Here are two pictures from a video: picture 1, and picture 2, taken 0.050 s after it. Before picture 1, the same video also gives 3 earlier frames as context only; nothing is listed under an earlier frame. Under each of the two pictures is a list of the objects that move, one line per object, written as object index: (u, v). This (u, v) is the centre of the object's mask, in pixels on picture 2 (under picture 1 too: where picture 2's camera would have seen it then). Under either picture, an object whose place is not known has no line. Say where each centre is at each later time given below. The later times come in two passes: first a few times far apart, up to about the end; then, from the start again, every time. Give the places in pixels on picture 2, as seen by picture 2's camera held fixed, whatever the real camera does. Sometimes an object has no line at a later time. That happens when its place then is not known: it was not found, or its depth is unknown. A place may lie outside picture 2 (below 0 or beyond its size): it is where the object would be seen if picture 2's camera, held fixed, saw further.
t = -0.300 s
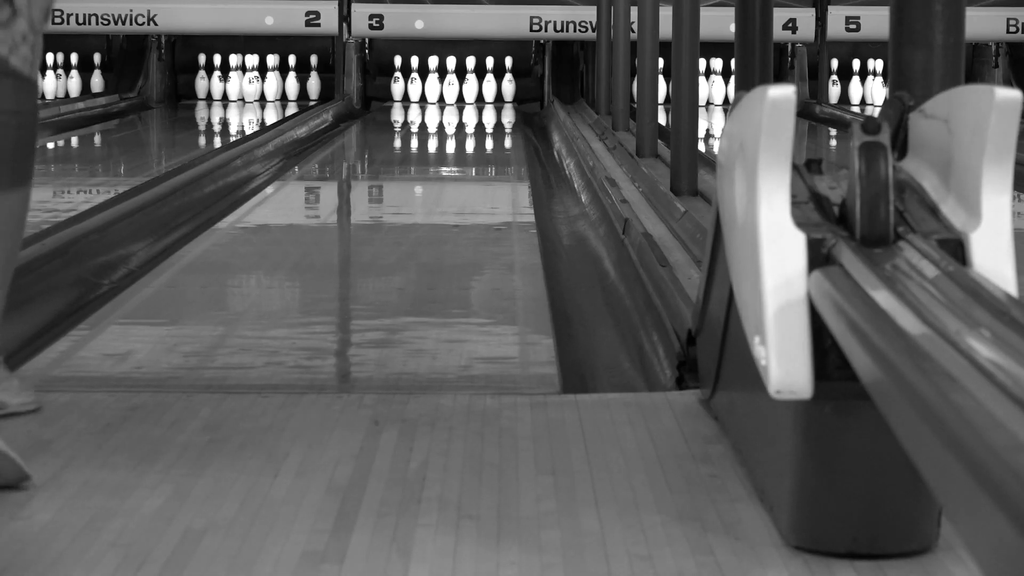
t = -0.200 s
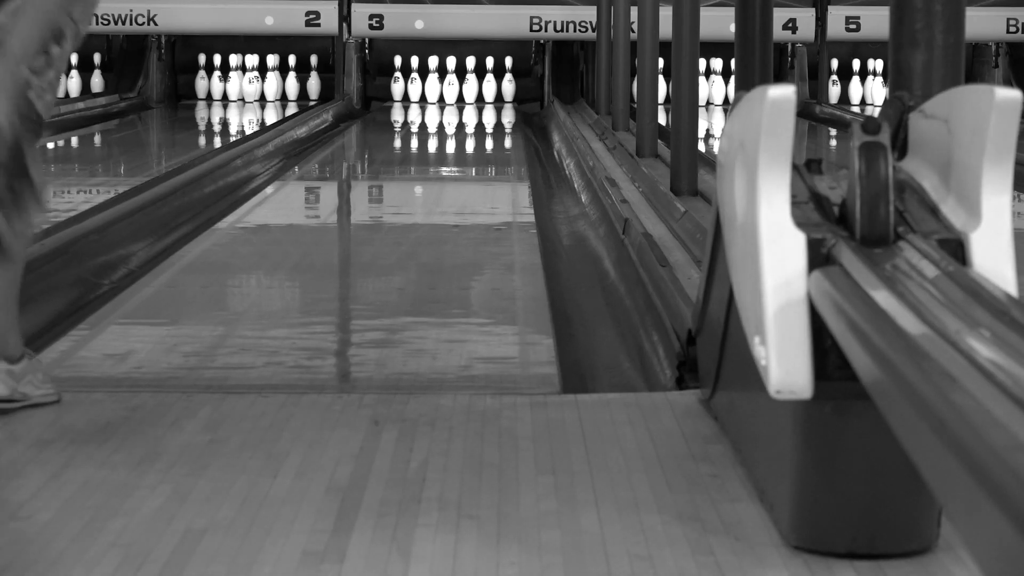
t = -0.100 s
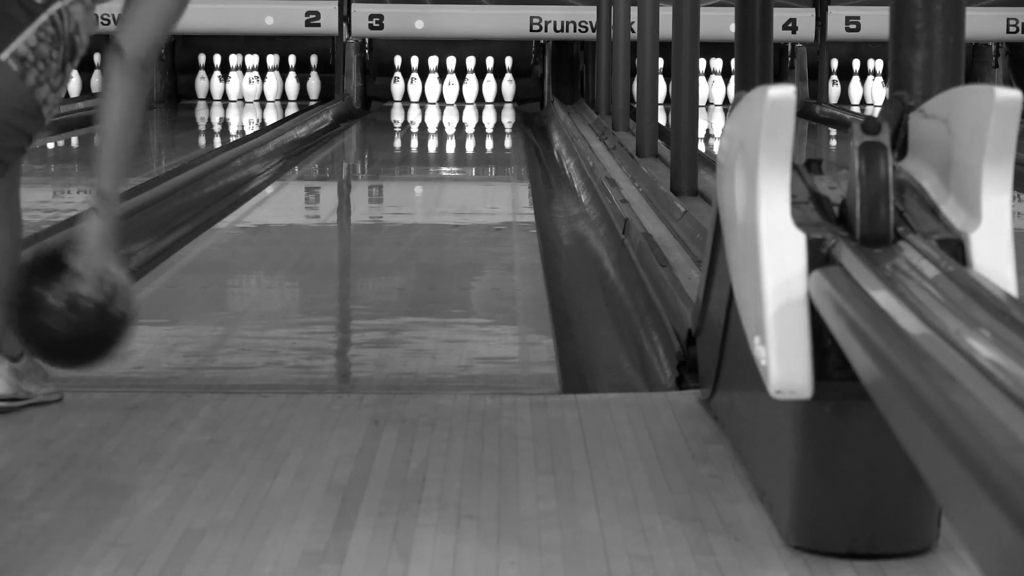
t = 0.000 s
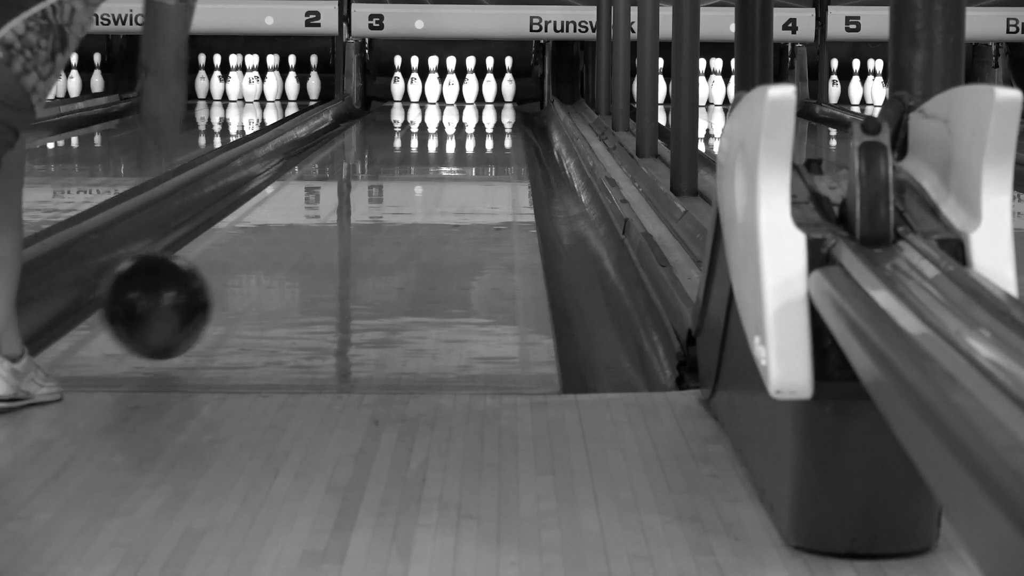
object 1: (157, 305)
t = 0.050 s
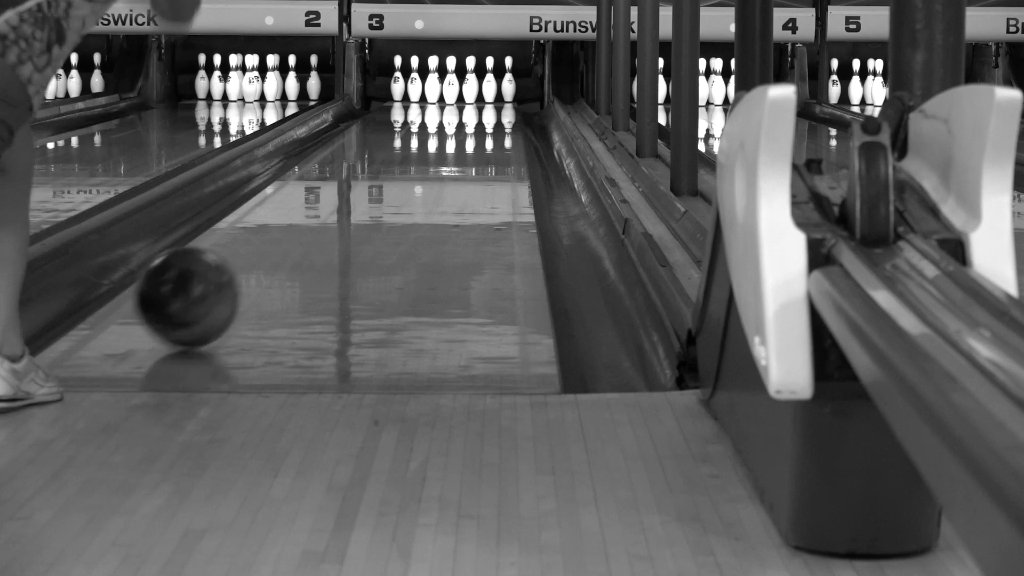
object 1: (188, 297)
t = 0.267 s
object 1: (286, 240)
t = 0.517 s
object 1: (358, 199)
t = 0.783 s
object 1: (408, 169)
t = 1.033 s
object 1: (441, 148)
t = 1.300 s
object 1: (465, 132)
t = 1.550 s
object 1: (482, 120)
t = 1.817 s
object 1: (491, 111)
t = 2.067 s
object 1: (491, 104)
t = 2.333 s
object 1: (480, 97)
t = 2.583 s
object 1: (464, 93)
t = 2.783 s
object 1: (456, 91)
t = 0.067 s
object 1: (198, 292)
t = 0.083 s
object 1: (207, 287)
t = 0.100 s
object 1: (215, 282)
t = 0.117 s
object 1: (224, 277)
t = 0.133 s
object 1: (231, 273)
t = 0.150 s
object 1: (239, 268)
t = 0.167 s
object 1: (246, 263)
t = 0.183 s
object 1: (254, 259)
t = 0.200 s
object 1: (261, 255)
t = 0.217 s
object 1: (267, 251)
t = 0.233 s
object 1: (274, 247)
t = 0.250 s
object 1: (280, 244)
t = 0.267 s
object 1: (286, 240)
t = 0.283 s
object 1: (292, 237)
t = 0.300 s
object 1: (297, 234)
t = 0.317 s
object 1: (302, 230)
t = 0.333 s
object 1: (308, 227)
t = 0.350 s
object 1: (313, 224)
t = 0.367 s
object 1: (318, 221)
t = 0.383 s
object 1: (323, 218)
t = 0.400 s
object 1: (328, 216)
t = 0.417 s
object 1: (333, 213)
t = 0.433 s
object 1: (337, 211)
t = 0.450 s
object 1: (341, 208)
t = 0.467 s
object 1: (346, 205)
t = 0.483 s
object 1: (350, 203)
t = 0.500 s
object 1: (354, 201)
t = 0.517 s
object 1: (358, 199)
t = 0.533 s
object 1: (362, 198)
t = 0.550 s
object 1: (365, 195)
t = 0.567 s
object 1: (369, 193)
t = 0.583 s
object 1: (374, 191)
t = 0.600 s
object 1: (376, 189)
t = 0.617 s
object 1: (379, 187)
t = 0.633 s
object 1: (383, 184)
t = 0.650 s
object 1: (386, 182)
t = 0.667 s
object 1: (389, 181)
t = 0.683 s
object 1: (392, 179)
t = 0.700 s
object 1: (394, 178)
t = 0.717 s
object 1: (397, 176)
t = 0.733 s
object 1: (400, 174)
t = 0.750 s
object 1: (403, 172)
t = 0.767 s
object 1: (406, 171)
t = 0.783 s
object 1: (408, 169)
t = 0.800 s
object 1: (410, 167)
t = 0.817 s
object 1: (413, 166)
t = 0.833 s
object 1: (415, 164)
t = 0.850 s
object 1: (418, 163)
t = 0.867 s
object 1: (420, 161)
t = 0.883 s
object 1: (422, 160)
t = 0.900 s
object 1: (424, 158)
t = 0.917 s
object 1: (427, 157)
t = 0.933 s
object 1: (430, 155)
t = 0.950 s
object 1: (431, 154)
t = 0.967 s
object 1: (433, 153)
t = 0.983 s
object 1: (434, 151)
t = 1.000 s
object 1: (437, 150)
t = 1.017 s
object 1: (439, 149)
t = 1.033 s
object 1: (441, 148)
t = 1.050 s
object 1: (442, 147)
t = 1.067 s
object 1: (444, 146)
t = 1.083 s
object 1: (446, 144)
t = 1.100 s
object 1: (447, 143)
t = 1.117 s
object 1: (449, 142)
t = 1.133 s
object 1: (451, 141)
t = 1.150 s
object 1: (453, 140)
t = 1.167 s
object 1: (454, 140)
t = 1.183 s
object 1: (456, 138)
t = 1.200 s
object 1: (457, 138)
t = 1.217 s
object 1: (458, 137)
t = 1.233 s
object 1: (460, 135)
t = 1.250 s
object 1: (461, 134)
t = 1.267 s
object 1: (462, 133)
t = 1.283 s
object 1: (464, 133)
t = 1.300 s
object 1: (465, 132)
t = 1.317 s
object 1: (466, 131)
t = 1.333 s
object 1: (468, 130)
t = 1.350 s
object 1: (468, 129)
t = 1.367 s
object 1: (471, 129)
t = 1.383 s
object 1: (471, 128)
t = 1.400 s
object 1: (473, 127)
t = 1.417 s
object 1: (474, 127)
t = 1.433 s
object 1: (475, 125)
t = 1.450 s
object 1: (477, 124)
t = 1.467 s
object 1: (477, 124)
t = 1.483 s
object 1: (478, 123)
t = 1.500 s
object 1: (479, 122)
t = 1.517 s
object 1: (480, 121)
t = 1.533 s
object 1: (481, 121)
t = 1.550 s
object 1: (482, 120)
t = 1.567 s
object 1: (482, 120)
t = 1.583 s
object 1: (484, 119)
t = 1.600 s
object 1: (485, 119)
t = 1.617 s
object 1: (486, 118)
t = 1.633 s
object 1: (487, 117)
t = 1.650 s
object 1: (487, 117)
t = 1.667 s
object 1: (488, 116)
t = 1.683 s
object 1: (488, 115)
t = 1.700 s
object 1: (489, 115)
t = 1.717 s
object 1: (489, 115)
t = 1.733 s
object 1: (490, 114)
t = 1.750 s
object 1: (490, 114)
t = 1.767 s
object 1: (490, 113)
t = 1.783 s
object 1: (491, 113)
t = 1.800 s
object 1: (491, 112)
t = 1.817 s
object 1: (491, 111)
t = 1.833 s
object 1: (491, 110)
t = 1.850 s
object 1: (492, 109)
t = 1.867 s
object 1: (492, 109)
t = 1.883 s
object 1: (492, 109)
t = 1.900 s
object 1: (492, 108)
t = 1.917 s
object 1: (492, 108)
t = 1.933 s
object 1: (492, 107)
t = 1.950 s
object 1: (492, 107)
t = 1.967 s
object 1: (492, 106)
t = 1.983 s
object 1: (492, 106)
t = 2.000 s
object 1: (492, 106)
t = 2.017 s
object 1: (492, 105)
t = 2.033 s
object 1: (491, 104)
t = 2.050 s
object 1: (491, 104)
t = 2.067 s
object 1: (491, 104)
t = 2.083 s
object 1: (490, 103)
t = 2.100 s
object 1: (490, 103)
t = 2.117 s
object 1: (490, 102)
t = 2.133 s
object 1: (489, 102)
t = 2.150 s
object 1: (489, 102)
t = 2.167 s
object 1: (488, 101)
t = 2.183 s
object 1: (488, 101)
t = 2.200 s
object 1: (487, 100)
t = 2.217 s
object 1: (486, 100)
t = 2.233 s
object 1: (486, 99)
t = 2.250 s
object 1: (484, 99)
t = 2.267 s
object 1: (483, 99)
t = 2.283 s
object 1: (483, 98)
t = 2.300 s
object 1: (482, 98)
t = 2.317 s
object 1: (481, 98)
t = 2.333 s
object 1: (480, 97)
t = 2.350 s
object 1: (479, 97)
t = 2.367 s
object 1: (478, 97)
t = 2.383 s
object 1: (477, 96)
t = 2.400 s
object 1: (476, 96)
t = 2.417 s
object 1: (475, 96)
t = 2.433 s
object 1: (473, 95)
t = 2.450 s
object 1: (472, 95)
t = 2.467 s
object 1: (471, 95)
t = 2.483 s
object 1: (469, 95)
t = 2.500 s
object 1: (468, 95)
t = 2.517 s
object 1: (468, 94)
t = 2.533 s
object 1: (467, 94)
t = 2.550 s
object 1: (466, 93)
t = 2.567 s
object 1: (465, 93)
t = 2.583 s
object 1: (464, 93)
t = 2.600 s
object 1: (463, 93)
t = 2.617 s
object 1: (461, 92)
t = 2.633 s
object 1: (460, 92)
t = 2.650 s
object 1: (458, 92)
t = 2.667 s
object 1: (457, 92)
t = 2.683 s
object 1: (458, 91)
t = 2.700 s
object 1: (458, 91)
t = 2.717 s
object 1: (458, 91)
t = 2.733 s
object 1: (458, 91)
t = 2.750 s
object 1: (458, 91)
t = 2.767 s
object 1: (458, 90)
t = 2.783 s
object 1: (456, 91)
